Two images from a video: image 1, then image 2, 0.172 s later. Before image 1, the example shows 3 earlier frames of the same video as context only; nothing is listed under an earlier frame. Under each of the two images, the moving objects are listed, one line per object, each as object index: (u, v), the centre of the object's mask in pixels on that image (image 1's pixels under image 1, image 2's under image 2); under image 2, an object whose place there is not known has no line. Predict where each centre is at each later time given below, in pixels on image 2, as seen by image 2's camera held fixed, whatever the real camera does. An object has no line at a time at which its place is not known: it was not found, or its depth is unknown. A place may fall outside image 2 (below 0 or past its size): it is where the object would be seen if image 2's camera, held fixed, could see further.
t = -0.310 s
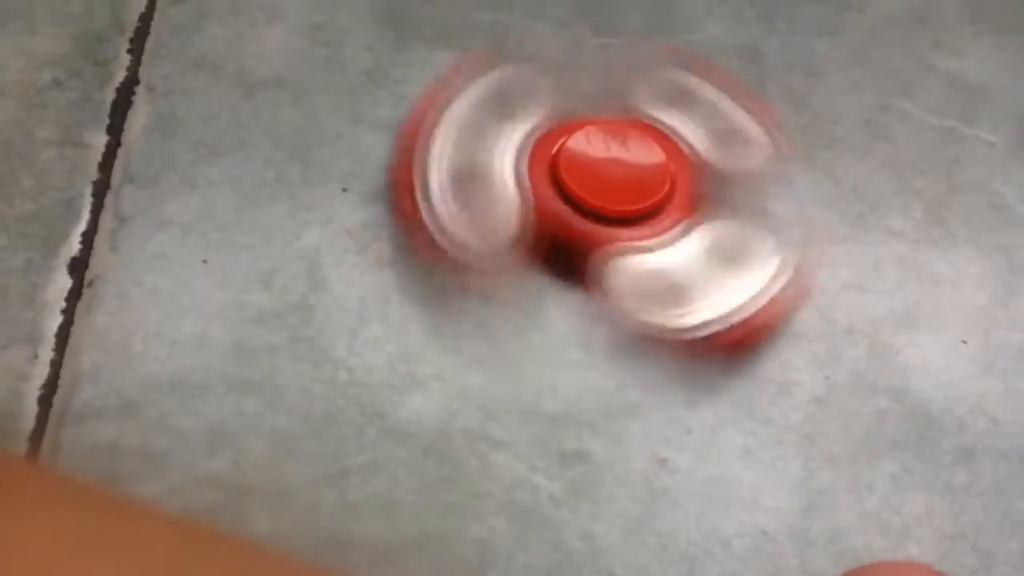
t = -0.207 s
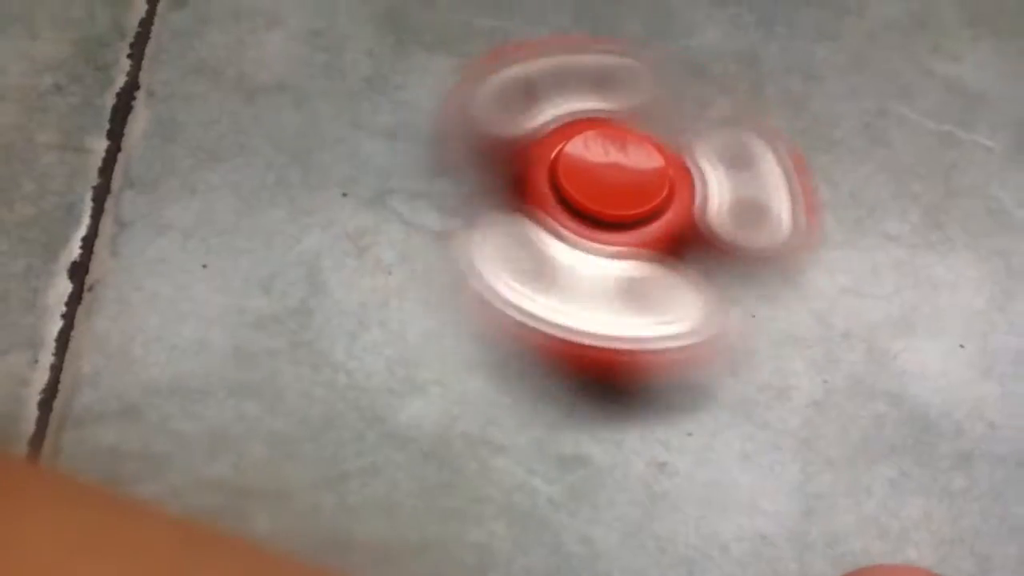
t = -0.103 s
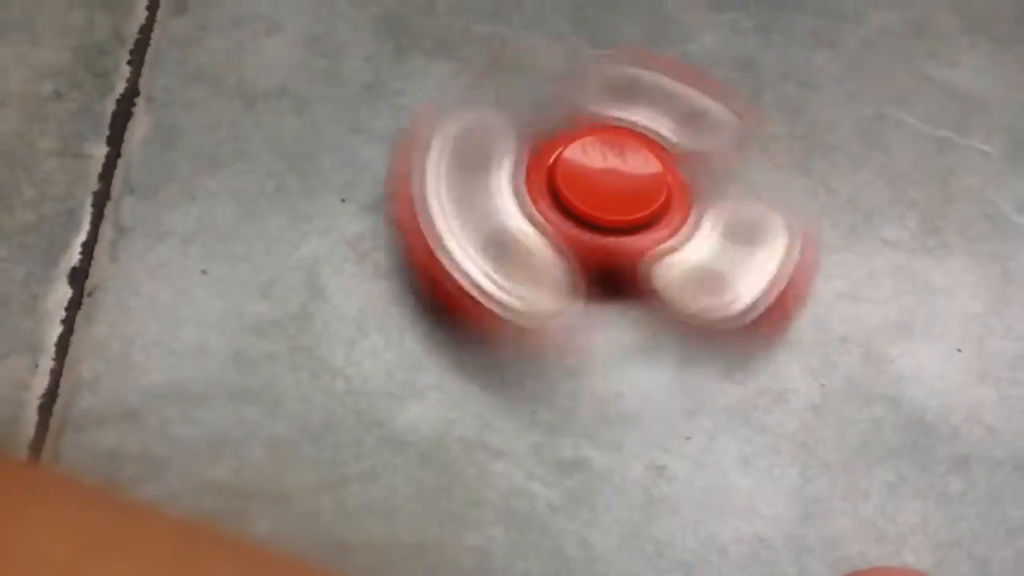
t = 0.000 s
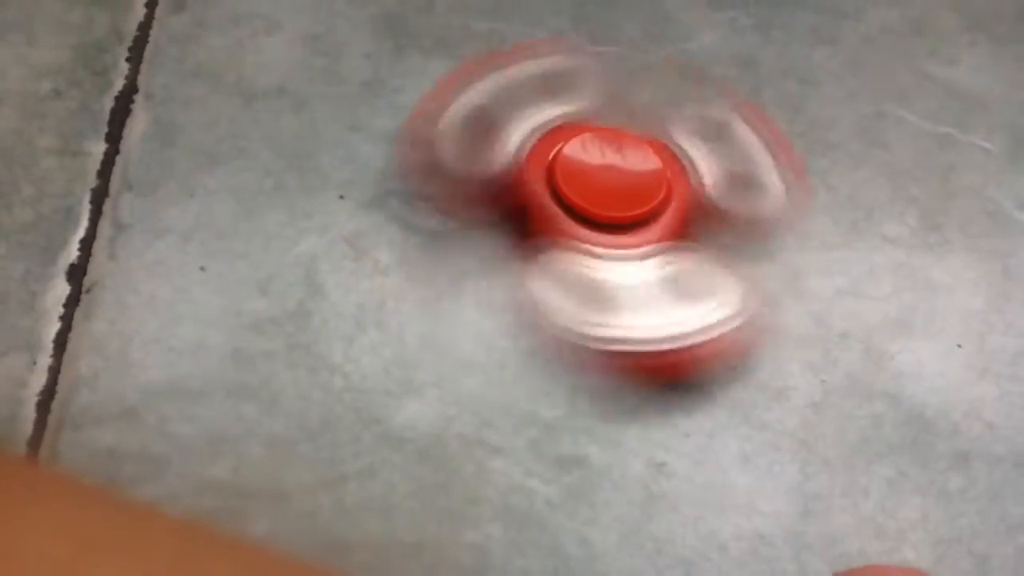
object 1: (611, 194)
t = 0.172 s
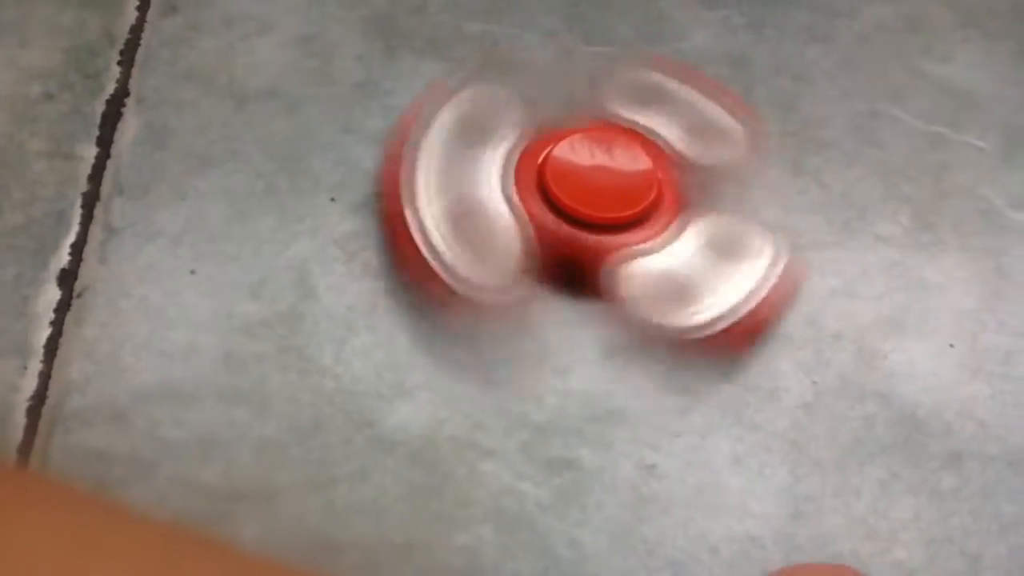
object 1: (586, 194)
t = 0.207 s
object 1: (596, 193)
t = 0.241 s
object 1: (602, 194)
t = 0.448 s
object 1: (595, 194)
